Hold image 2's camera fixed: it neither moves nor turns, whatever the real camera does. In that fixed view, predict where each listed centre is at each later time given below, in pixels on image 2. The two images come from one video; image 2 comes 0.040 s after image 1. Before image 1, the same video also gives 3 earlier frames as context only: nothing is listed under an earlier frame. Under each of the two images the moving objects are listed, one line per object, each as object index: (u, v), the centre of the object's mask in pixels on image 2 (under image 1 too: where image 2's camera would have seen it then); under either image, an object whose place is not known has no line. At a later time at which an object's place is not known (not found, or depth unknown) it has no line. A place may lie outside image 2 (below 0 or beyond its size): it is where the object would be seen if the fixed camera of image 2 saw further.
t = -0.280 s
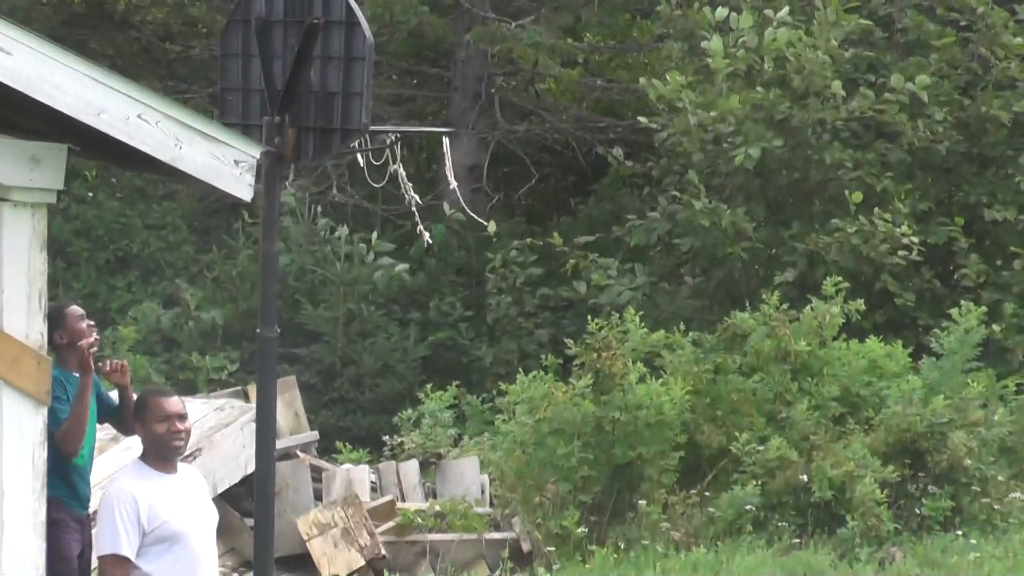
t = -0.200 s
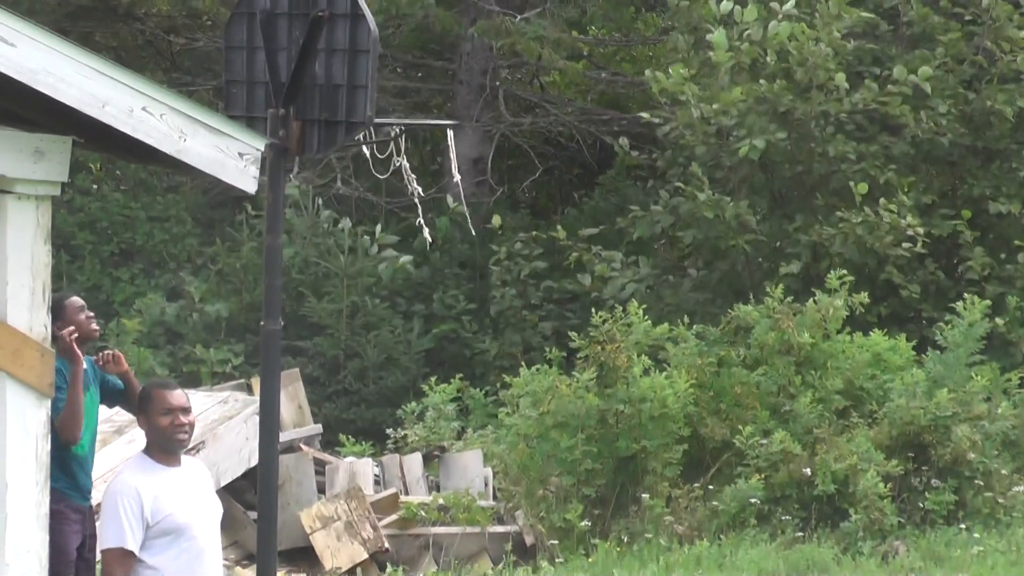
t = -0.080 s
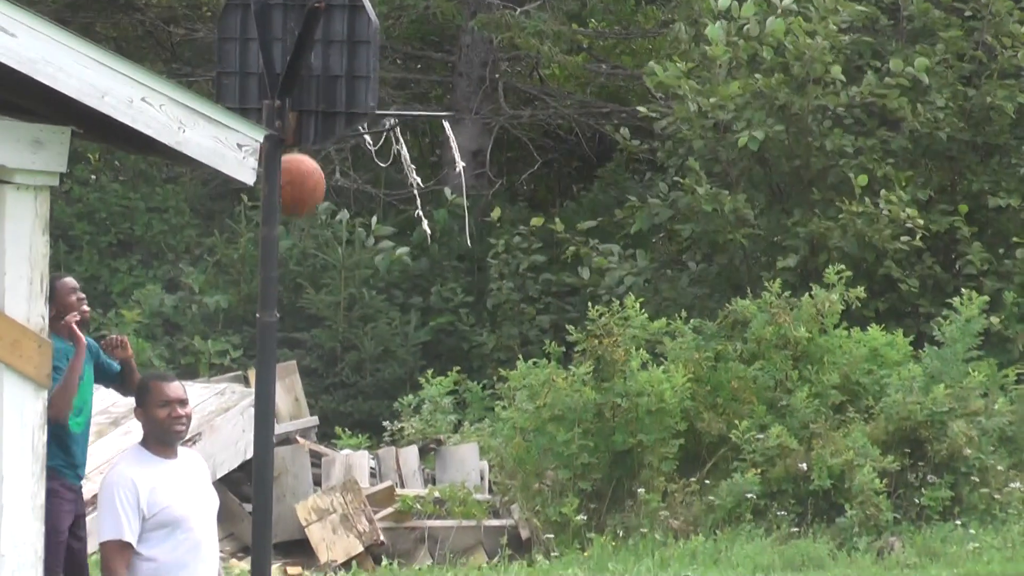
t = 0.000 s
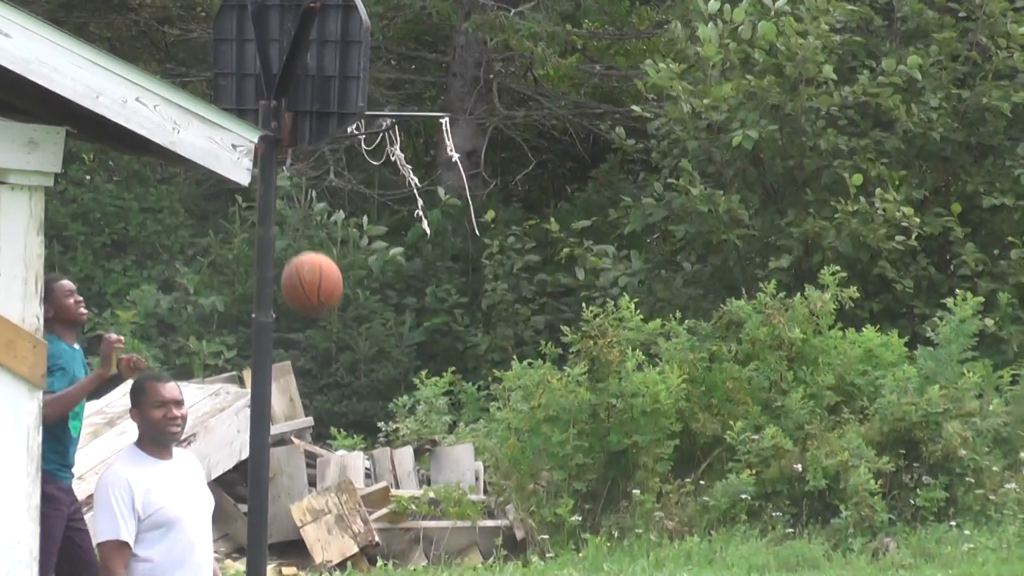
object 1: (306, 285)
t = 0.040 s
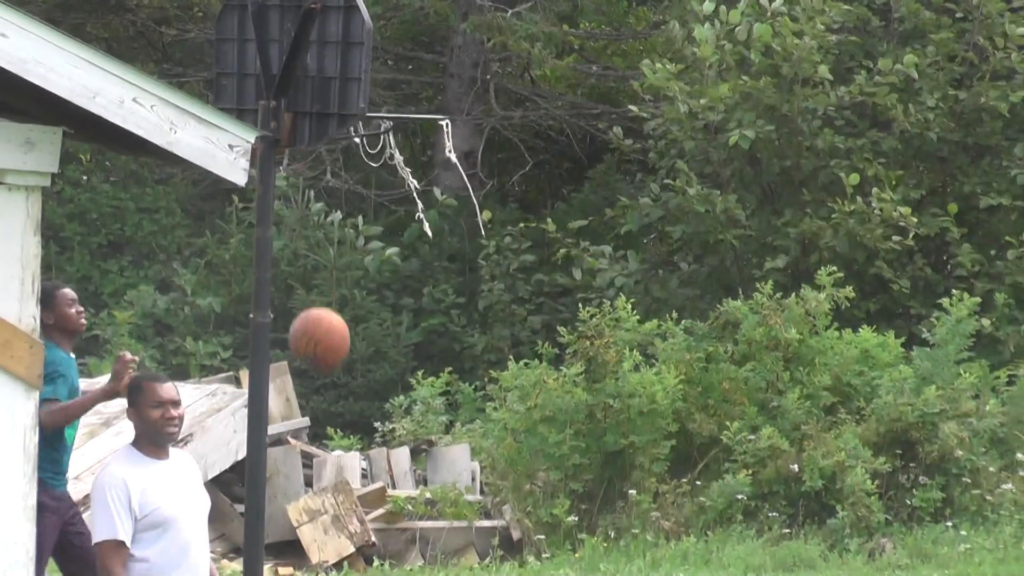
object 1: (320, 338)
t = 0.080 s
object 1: (332, 398)
